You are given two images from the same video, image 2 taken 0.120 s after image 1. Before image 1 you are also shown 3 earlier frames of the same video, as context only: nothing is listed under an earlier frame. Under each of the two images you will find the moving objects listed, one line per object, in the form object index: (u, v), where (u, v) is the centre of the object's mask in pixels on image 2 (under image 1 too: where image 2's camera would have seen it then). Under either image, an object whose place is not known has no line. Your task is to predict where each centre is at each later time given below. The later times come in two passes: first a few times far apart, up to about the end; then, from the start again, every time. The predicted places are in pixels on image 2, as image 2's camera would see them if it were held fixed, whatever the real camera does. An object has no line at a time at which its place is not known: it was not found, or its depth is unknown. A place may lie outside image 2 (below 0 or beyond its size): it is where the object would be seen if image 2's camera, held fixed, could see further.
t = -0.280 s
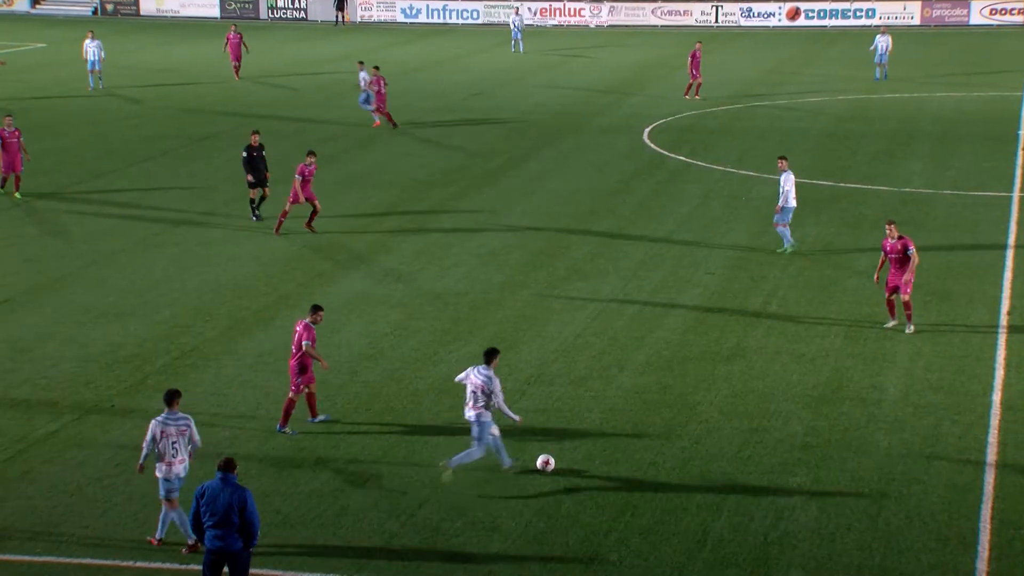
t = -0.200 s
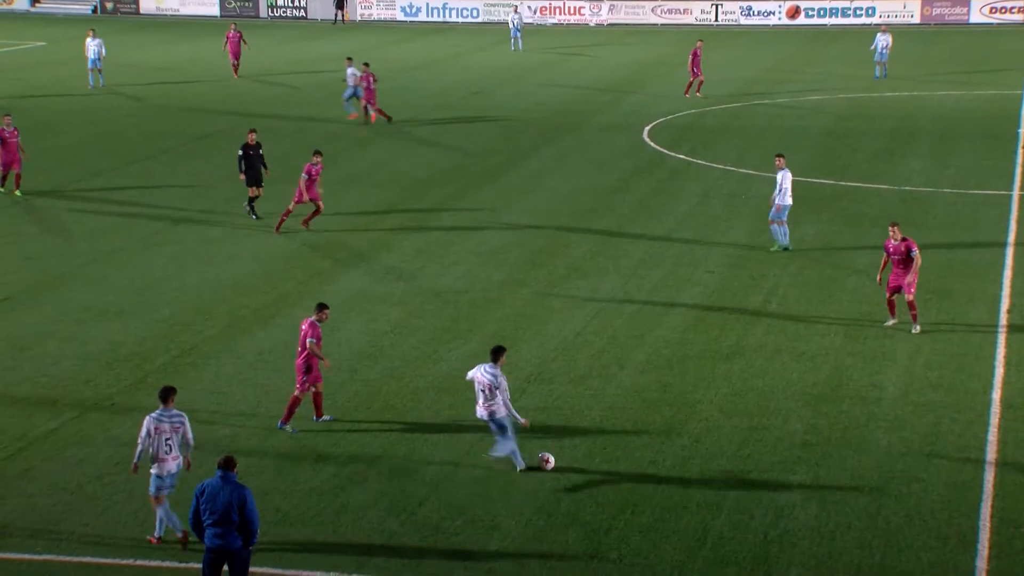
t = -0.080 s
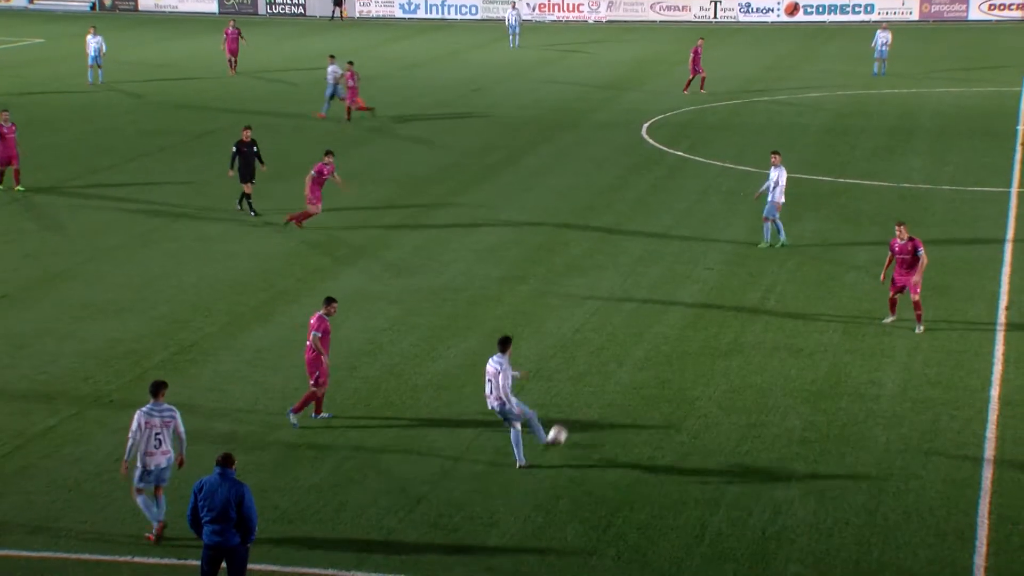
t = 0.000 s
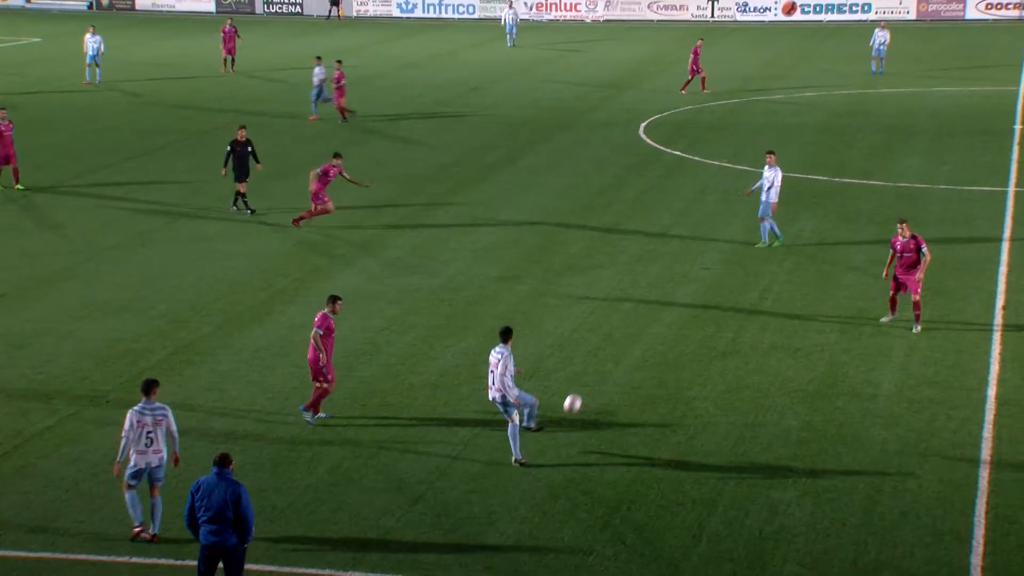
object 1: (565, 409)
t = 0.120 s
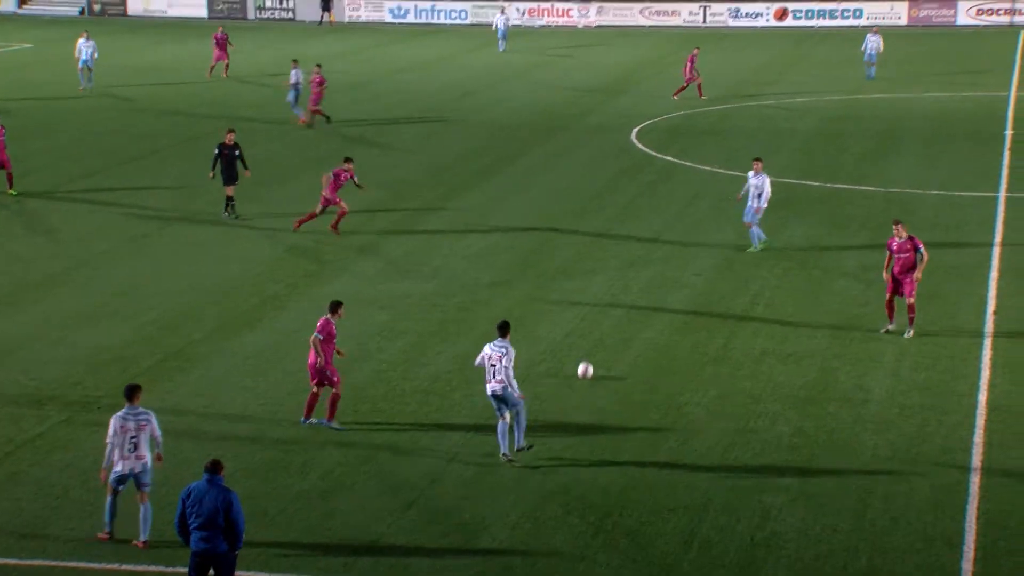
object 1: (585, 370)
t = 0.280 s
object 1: (605, 329)
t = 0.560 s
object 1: (625, 277)
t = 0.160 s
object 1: (591, 359)
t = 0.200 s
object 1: (596, 349)
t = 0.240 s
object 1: (601, 339)
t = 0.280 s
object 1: (605, 329)
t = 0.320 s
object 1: (609, 320)
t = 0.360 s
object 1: (612, 311)
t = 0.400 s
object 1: (615, 305)
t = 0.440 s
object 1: (618, 296)
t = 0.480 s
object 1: (621, 289)
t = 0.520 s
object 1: (623, 282)
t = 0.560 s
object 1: (625, 277)
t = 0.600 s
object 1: (627, 271)
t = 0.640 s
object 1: (628, 264)
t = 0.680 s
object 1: (630, 258)
